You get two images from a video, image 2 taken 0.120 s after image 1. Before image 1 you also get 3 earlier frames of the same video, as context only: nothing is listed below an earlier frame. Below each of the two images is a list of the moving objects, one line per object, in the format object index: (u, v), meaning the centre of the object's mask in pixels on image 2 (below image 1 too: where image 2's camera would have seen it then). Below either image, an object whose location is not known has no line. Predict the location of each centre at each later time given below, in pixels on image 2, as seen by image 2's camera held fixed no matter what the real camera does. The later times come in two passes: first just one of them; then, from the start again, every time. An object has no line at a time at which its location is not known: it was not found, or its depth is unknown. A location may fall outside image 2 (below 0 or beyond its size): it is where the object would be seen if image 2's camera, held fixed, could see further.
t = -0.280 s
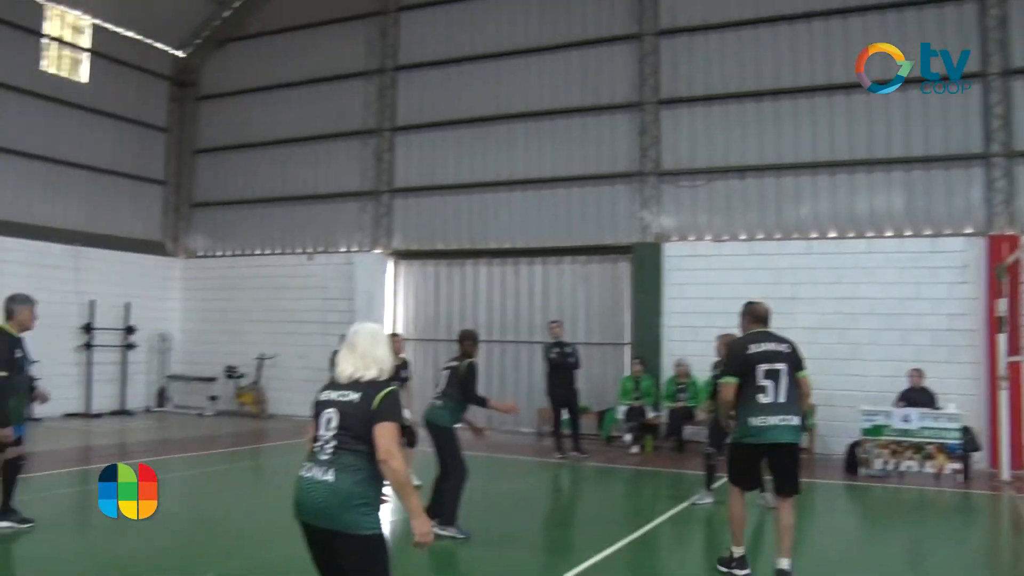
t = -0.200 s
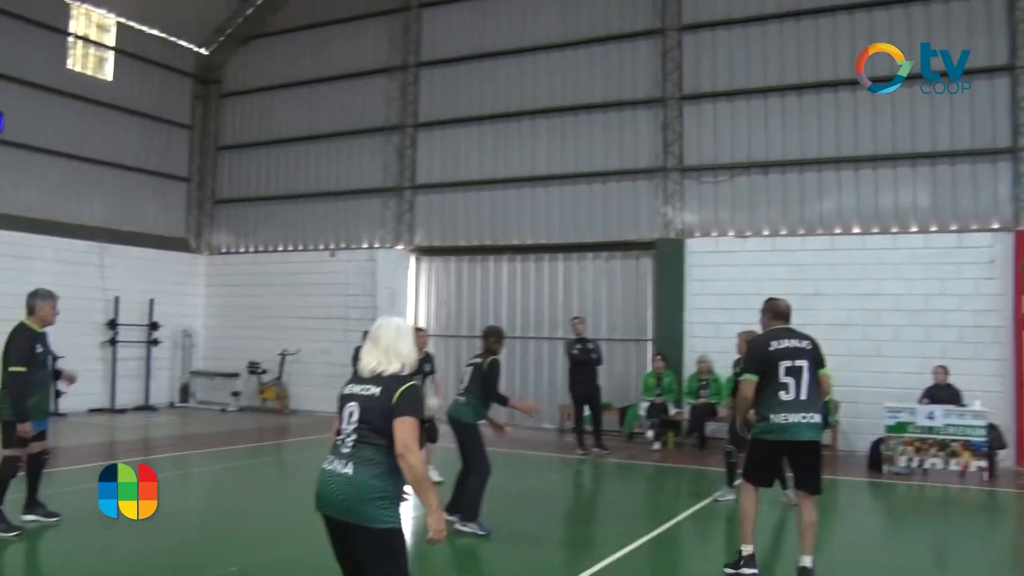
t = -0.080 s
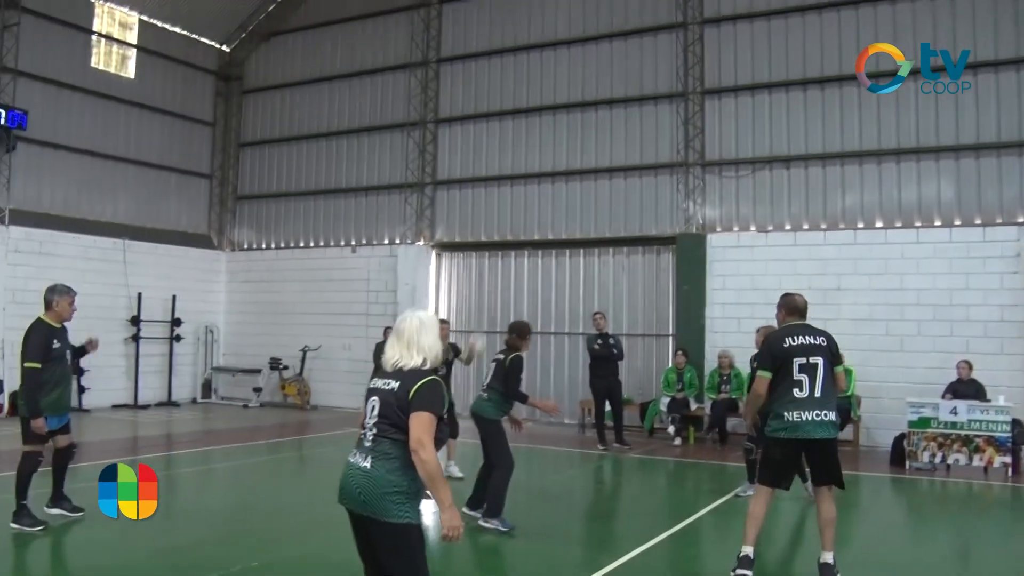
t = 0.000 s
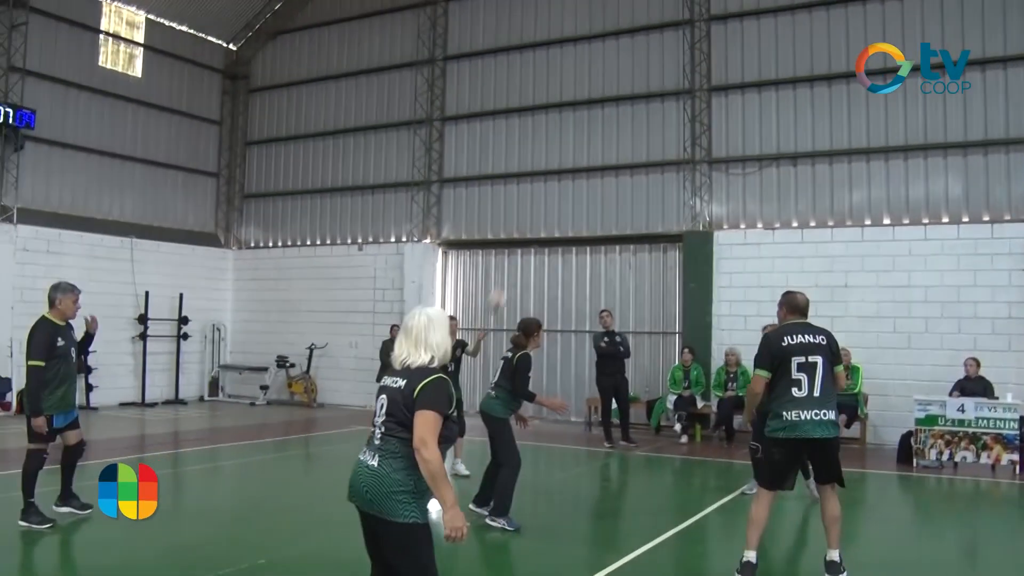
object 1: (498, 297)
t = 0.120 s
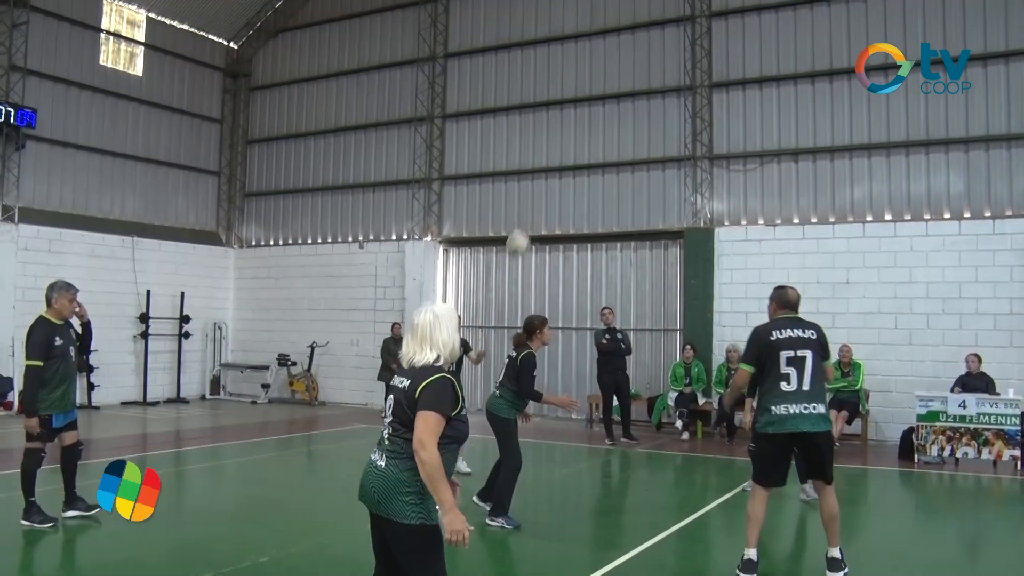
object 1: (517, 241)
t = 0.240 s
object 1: (542, 199)
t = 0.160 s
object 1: (525, 227)
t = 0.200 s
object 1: (534, 211)
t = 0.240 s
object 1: (542, 199)
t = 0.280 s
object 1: (551, 188)
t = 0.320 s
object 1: (559, 179)
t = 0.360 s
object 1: (569, 170)
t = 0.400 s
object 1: (579, 164)
